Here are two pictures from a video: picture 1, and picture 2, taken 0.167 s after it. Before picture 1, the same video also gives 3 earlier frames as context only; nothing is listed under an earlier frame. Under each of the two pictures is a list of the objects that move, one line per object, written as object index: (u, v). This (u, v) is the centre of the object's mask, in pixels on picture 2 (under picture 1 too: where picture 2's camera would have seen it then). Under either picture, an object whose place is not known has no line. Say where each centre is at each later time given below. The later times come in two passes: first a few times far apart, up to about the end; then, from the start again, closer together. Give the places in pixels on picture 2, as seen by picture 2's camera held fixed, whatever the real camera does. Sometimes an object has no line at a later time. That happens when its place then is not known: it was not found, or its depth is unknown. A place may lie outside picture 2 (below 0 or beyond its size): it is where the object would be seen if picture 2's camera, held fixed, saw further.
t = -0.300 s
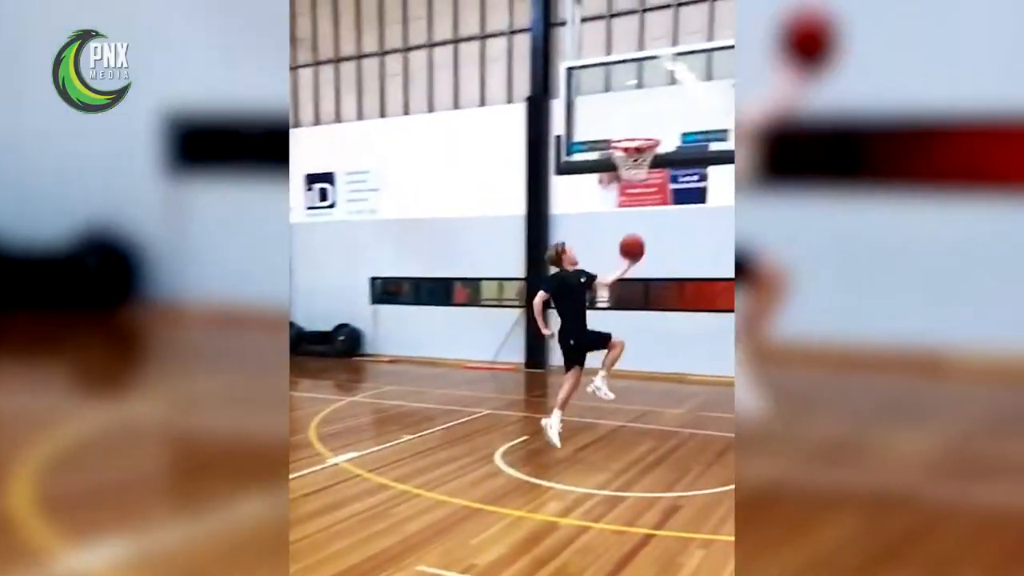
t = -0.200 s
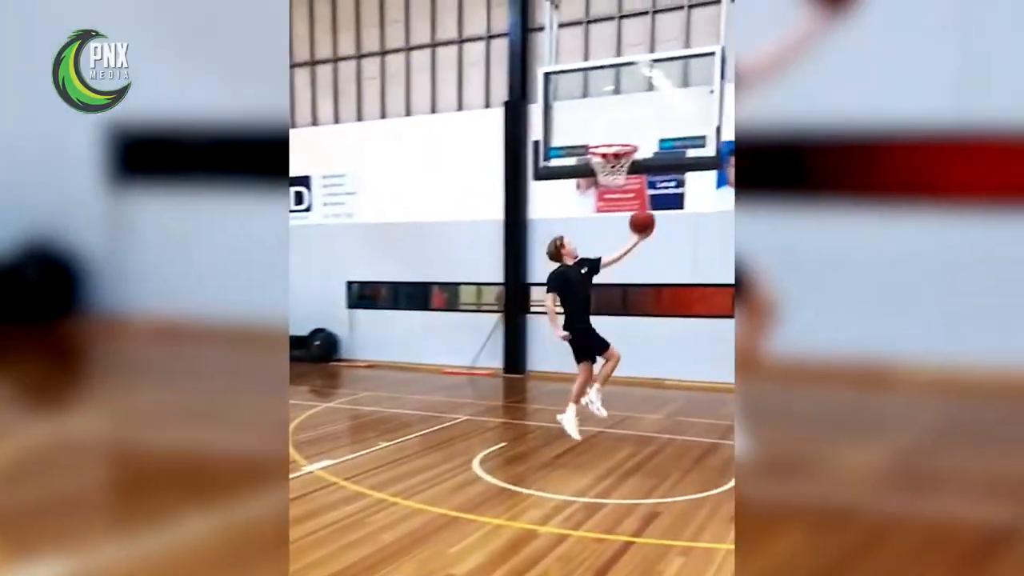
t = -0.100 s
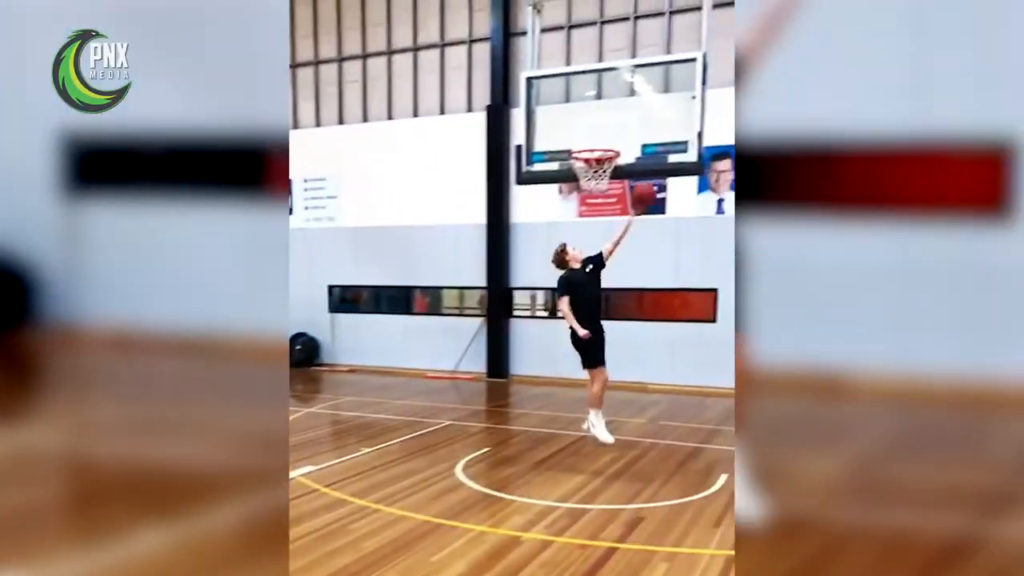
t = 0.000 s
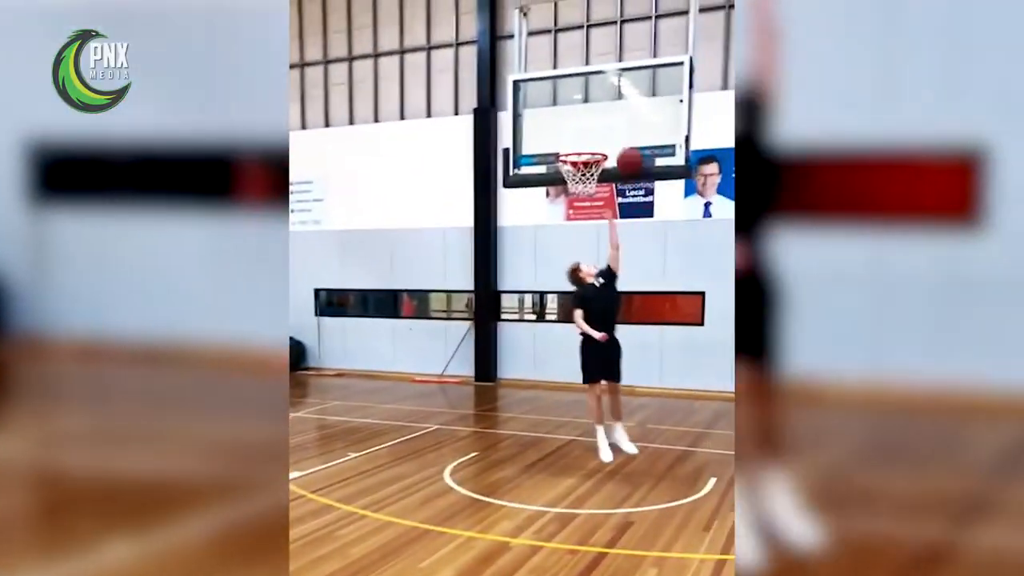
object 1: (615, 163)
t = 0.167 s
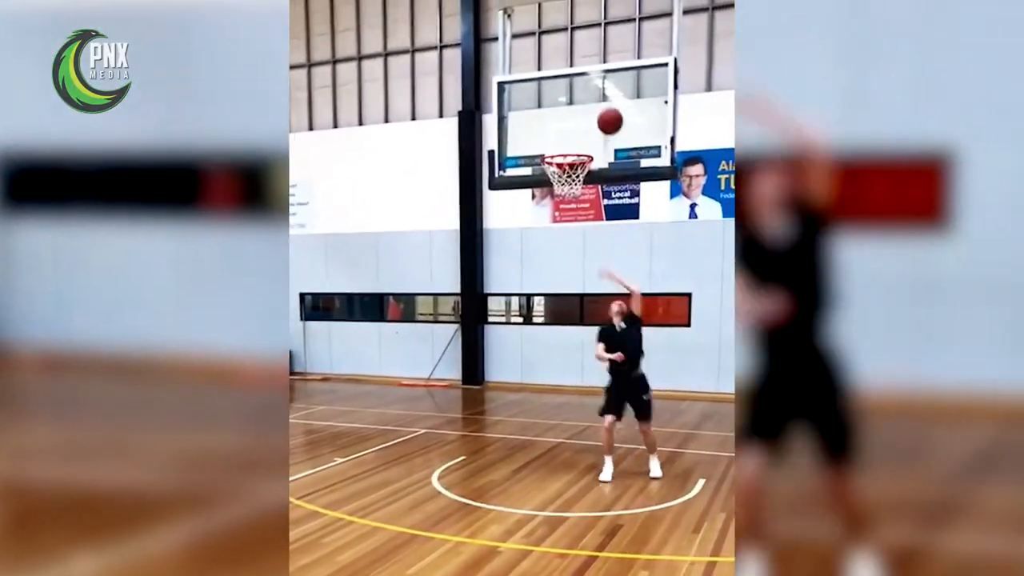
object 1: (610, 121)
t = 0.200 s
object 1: (608, 116)
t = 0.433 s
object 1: (584, 118)
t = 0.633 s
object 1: (559, 165)
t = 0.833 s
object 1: (550, 235)
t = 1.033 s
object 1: (541, 337)
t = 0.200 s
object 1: (608, 116)
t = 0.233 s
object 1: (605, 113)
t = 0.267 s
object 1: (601, 111)
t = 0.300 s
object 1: (598, 110)
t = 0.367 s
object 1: (591, 112)
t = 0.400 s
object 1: (587, 114)
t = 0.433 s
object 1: (584, 118)
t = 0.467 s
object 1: (580, 123)
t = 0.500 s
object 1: (576, 129)
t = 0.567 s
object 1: (569, 142)
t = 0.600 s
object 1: (564, 155)
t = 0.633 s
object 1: (559, 165)
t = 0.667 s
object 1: (556, 178)
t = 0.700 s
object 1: (556, 194)
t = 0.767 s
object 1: (553, 209)
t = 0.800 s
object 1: (552, 223)
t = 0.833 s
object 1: (550, 235)
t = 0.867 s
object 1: (549, 249)
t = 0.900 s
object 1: (547, 264)
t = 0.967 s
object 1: (544, 297)
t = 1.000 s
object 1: (542, 318)
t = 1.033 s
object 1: (541, 337)
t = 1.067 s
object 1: (539, 357)
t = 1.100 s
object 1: (538, 377)
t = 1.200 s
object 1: (538, 448)
